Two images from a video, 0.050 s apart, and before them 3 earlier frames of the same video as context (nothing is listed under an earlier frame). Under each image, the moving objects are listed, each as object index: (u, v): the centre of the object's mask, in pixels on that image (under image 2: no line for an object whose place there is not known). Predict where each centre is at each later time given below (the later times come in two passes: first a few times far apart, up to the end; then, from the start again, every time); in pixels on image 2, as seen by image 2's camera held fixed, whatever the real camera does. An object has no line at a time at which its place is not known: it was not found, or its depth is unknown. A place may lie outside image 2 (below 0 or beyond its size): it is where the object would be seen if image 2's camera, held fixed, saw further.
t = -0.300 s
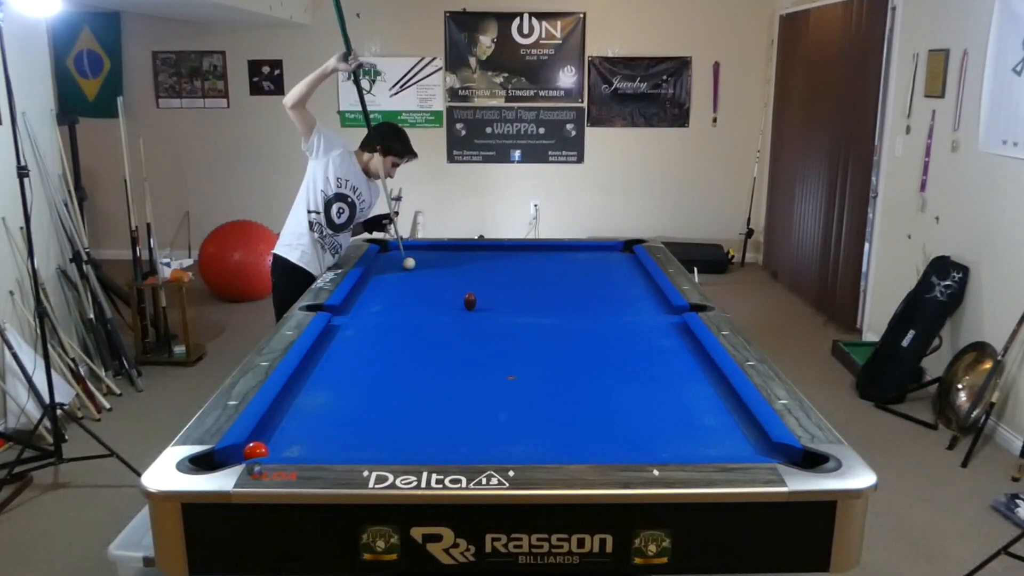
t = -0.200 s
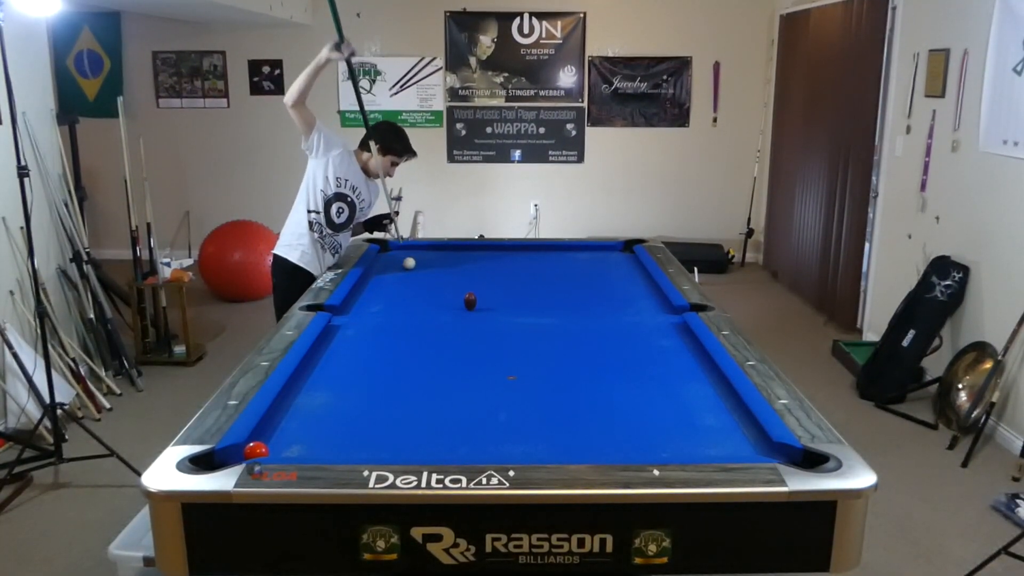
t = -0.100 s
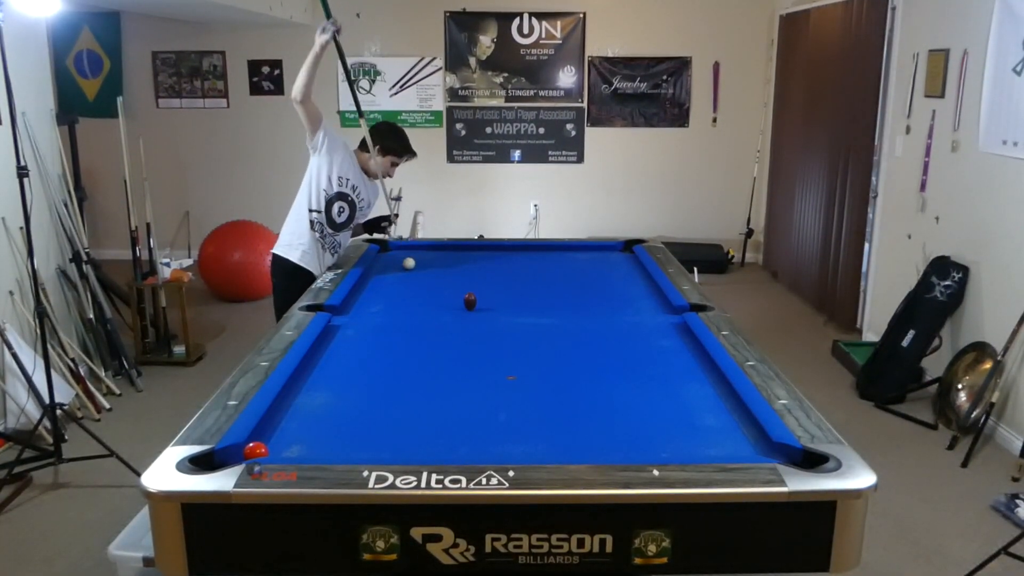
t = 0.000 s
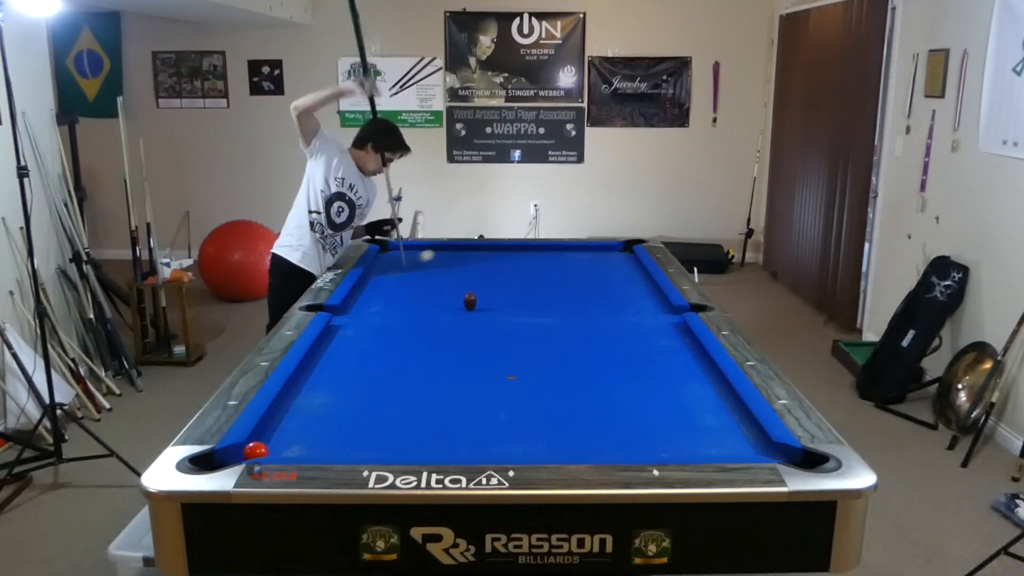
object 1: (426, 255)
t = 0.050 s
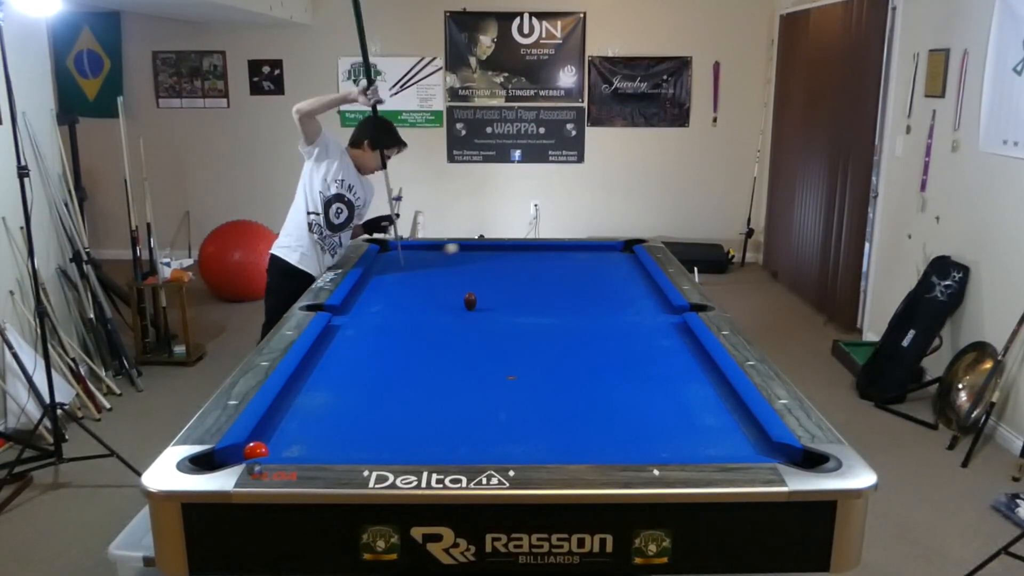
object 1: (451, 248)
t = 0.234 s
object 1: (503, 258)
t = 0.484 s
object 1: (538, 283)
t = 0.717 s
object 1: (546, 309)
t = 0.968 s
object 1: (508, 340)
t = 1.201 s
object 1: (437, 374)
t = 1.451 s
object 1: (338, 420)
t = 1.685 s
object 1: (293, 449)
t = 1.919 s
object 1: (323, 440)
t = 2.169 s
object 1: (349, 430)
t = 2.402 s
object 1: (370, 421)
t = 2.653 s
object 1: (390, 413)
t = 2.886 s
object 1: (407, 406)
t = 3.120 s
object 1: (422, 400)
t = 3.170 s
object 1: (425, 398)
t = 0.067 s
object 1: (459, 247)
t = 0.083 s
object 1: (467, 246)
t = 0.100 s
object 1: (474, 246)
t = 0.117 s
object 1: (478, 247)
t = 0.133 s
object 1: (482, 249)
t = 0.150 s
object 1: (485, 250)
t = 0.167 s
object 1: (489, 252)
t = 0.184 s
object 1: (493, 253)
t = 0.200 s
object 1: (496, 255)
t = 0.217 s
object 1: (499, 256)
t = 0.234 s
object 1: (503, 258)
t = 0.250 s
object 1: (506, 259)
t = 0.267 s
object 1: (509, 261)
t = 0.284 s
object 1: (512, 263)
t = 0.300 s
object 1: (515, 264)
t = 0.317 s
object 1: (517, 266)
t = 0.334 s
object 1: (520, 268)
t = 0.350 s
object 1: (522, 269)
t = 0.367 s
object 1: (525, 271)
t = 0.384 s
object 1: (527, 272)
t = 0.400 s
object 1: (529, 274)
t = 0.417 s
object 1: (531, 276)
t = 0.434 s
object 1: (534, 278)
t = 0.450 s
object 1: (535, 279)
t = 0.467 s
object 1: (537, 281)
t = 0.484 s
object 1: (538, 283)
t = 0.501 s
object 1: (540, 285)
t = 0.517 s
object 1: (542, 287)
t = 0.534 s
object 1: (543, 288)
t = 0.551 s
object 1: (544, 290)
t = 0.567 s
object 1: (544, 292)
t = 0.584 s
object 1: (545, 294)
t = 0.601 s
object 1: (546, 296)
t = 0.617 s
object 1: (546, 298)
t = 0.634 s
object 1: (547, 299)
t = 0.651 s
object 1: (547, 301)
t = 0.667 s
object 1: (547, 303)
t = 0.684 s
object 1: (546, 305)
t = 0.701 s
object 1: (546, 307)
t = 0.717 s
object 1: (546, 309)
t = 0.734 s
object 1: (545, 311)
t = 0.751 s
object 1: (543, 313)
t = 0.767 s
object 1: (542, 315)
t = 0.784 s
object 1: (541, 317)
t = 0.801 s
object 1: (539, 319)
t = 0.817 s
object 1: (537, 321)
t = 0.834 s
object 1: (535, 323)
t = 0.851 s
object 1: (532, 325)
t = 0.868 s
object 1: (530, 327)
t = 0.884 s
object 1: (527, 329)
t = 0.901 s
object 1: (524, 332)
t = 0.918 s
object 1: (520, 334)
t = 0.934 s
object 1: (516, 336)
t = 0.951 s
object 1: (512, 338)
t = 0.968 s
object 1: (508, 340)
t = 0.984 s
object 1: (504, 342)
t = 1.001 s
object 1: (499, 344)
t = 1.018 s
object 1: (495, 347)
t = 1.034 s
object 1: (490, 349)
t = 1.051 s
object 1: (485, 351)
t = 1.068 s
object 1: (480, 353)
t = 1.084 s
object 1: (475, 356)
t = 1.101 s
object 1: (470, 358)
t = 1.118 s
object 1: (464, 361)
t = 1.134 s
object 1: (459, 363)
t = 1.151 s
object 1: (454, 366)
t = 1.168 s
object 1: (448, 368)
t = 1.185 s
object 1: (443, 371)
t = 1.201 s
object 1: (437, 374)
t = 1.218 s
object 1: (431, 376)
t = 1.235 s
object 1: (425, 379)
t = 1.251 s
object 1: (419, 382)
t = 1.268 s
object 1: (413, 385)
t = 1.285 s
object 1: (407, 388)
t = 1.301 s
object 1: (401, 391)
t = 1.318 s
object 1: (394, 394)
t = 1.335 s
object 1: (388, 397)
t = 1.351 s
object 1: (381, 400)
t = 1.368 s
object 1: (374, 403)
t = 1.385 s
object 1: (368, 406)
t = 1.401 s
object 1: (360, 410)
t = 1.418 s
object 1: (353, 413)
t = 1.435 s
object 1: (346, 416)
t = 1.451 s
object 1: (338, 420)
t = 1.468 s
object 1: (331, 423)
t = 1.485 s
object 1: (323, 427)
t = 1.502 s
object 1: (315, 431)
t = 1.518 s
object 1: (307, 434)
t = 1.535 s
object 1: (299, 438)
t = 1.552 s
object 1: (291, 442)
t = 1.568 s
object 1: (283, 445)
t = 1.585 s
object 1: (281, 447)
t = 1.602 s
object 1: (283, 448)
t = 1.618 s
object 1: (284, 449)
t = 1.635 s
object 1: (285, 450)
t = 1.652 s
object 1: (287, 450)
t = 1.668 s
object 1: (290, 450)
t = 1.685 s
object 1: (293, 449)
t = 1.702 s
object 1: (296, 448)
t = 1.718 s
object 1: (299, 448)
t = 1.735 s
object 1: (302, 447)
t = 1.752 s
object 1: (304, 446)
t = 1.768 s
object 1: (305, 446)
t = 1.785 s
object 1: (307, 445)
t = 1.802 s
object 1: (309, 445)
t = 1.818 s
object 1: (311, 444)
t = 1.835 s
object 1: (313, 443)
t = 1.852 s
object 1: (315, 443)
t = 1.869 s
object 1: (317, 442)
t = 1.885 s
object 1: (319, 442)
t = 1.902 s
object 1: (321, 441)
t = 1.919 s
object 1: (323, 440)
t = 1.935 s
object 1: (324, 440)
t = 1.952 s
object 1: (326, 439)
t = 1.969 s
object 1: (328, 438)
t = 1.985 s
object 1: (330, 437)
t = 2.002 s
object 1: (332, 436)
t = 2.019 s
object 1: (333, 436)
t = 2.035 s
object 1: (335, 435)
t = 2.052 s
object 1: (337, 434)
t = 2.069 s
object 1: (339, 434)
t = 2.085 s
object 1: (340, 433)
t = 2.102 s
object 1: (342, 432)
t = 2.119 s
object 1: (344, 432)
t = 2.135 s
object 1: (345, 431)
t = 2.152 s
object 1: (347, 430)
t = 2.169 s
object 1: (349, 430)
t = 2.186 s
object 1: (350, 429)
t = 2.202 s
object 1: (352, 428)
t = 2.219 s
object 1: (353, 428)
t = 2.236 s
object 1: (355, 427)
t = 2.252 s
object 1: (356, 426)
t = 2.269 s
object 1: (358, 426)
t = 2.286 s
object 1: (360, 425)
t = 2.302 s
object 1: (361, 424)
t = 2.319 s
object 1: (363, 424)
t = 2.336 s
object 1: (364, 423)
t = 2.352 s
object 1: (366, 423)
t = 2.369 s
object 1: (367, 422)
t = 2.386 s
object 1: (368, 422)
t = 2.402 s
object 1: (370, 421)
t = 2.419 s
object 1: (371, 421)
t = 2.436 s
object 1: (373, 420)
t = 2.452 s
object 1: (374, 419)
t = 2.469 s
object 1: (376, 419)
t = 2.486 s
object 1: (377, 418)
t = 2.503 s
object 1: (378, 418)
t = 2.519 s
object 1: (380, 417)
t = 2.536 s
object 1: (381, 417)
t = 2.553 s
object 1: (383, 416)
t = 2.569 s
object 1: (384, 416)
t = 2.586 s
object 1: (385, 415)
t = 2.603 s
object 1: (386, 414)
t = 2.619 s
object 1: (388, 414)
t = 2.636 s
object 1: (389, 413)
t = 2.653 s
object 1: (390, 413)
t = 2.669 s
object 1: (392, 412)
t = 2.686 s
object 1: (393, 412)
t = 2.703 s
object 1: (394, 411)
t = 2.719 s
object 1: (395, 411)
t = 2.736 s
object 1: (396, 410)
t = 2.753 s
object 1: (398, 410)
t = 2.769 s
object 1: (399, 409)
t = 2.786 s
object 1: (400, 409)
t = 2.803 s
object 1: (401, 408)
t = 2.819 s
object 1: (402, 408)
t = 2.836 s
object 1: (404, 407)
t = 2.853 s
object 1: (405, 407)
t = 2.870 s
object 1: (406, 407)
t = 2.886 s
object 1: (407, 406)
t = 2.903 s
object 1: (408, 406)
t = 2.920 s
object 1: (409, 405)
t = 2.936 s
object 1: (410, 405)
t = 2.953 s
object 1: (411, 404)
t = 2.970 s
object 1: (412, 404)
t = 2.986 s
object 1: (413, 403)
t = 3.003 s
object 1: (415, 403)
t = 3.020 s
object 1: (416, 403)
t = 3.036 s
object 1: (417, 402)
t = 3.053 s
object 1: (418, 402)
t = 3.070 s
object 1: (419, 401)
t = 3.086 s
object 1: (420, 401)
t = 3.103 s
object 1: (421, 401)
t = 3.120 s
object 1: (422, 400)
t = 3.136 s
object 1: (423, 400)
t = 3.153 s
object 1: (424, 399)
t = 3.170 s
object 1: (425, 398)
